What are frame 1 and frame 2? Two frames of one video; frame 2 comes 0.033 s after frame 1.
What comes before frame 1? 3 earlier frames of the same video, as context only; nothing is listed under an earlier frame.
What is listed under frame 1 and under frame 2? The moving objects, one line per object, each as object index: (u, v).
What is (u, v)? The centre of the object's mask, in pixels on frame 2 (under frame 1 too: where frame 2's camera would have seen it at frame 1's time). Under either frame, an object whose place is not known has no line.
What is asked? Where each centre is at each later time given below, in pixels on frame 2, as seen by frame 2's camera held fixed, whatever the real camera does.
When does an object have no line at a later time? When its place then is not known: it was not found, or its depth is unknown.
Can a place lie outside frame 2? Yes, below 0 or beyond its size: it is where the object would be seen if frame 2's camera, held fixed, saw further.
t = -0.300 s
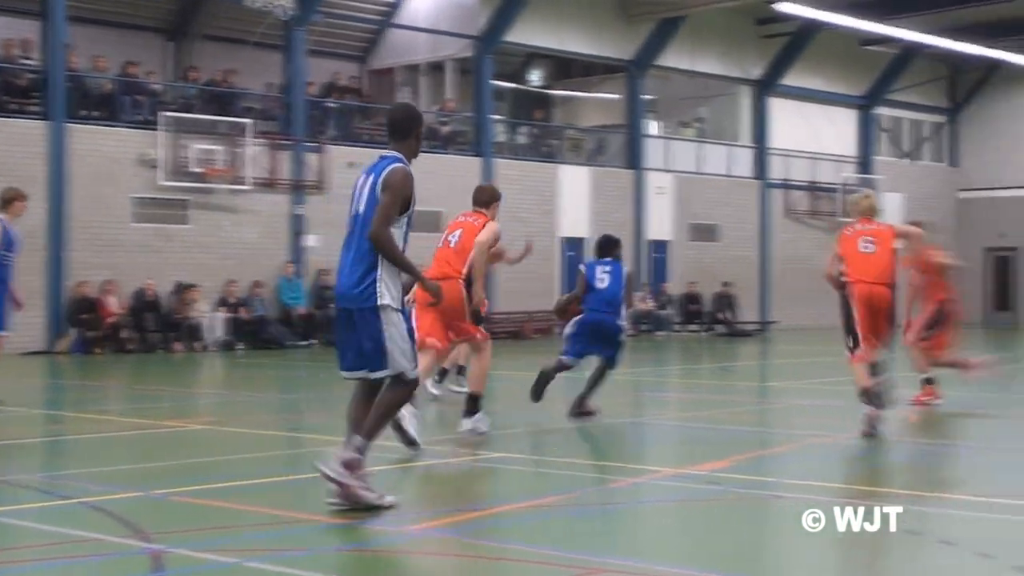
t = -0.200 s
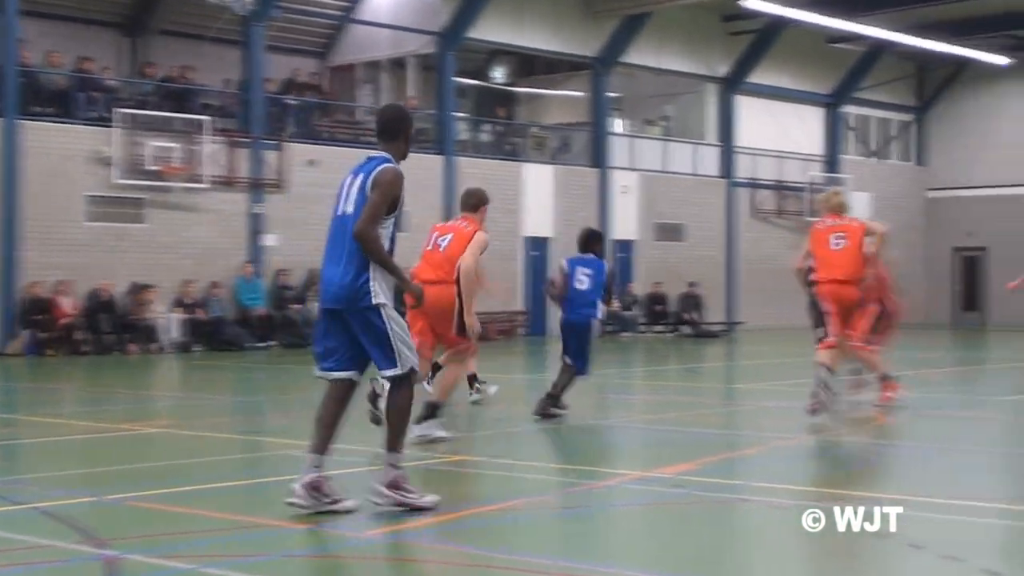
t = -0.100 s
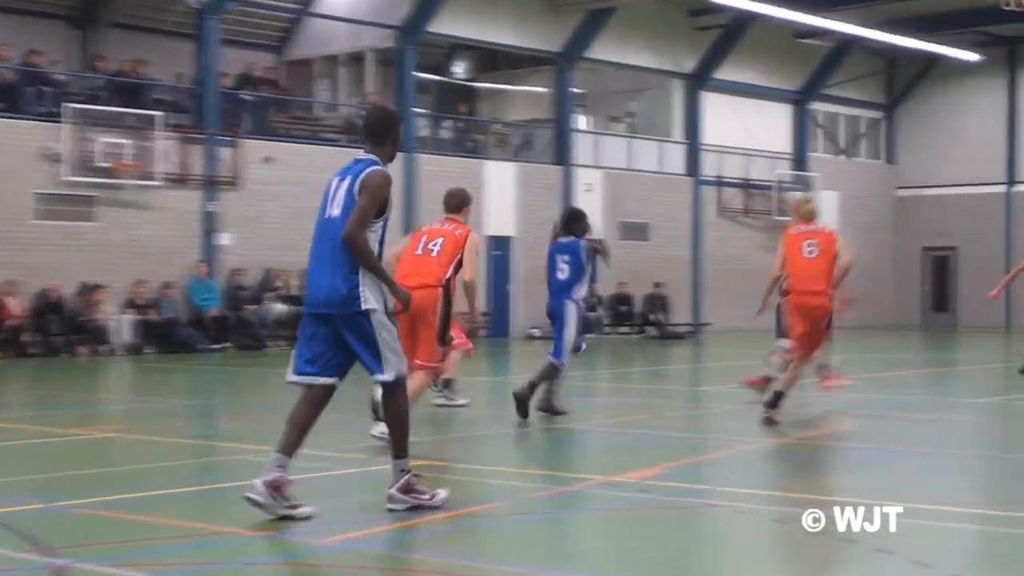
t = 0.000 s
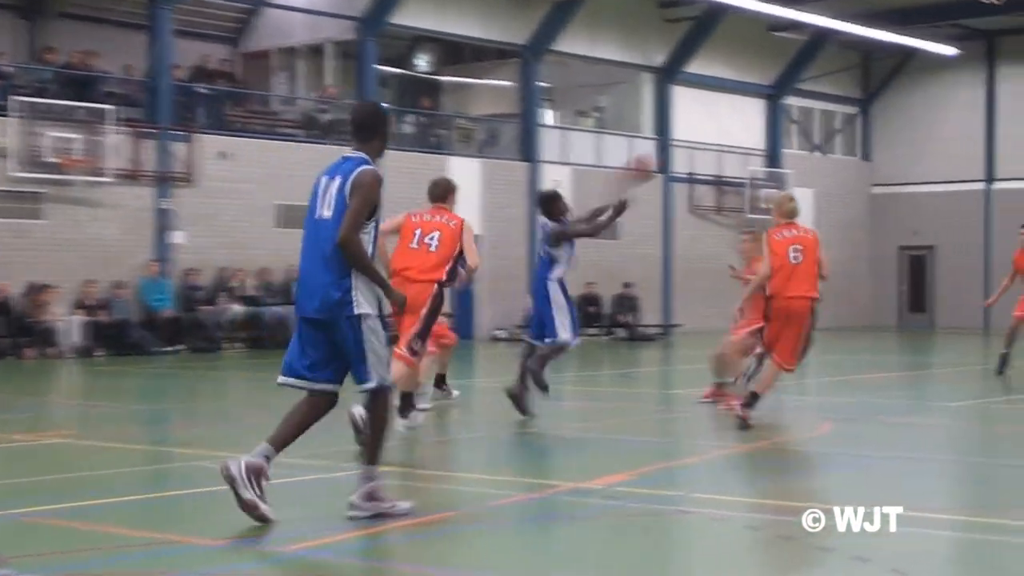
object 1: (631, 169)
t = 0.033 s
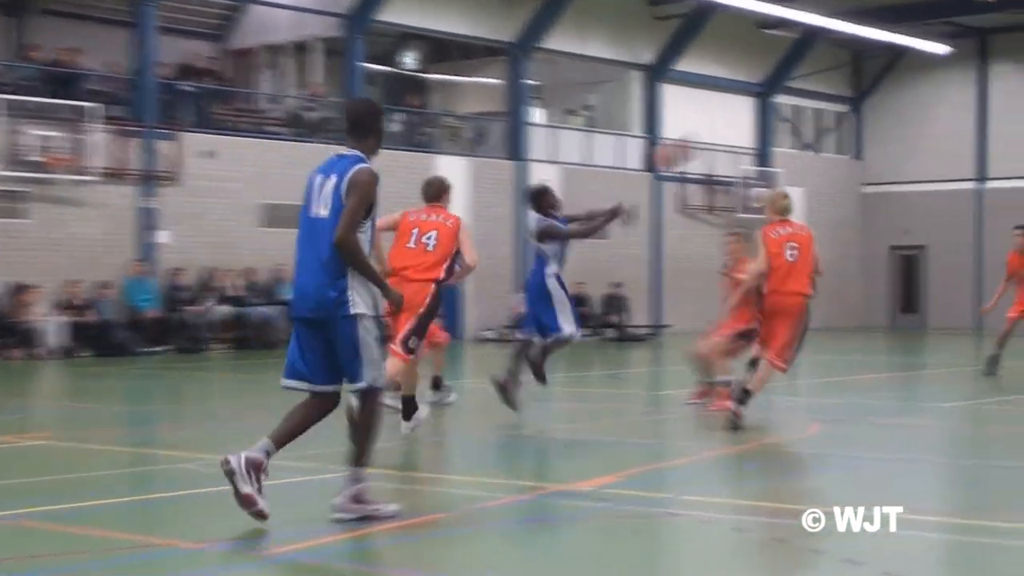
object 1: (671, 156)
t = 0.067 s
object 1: (718, 140)
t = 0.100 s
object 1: (772, 123)
